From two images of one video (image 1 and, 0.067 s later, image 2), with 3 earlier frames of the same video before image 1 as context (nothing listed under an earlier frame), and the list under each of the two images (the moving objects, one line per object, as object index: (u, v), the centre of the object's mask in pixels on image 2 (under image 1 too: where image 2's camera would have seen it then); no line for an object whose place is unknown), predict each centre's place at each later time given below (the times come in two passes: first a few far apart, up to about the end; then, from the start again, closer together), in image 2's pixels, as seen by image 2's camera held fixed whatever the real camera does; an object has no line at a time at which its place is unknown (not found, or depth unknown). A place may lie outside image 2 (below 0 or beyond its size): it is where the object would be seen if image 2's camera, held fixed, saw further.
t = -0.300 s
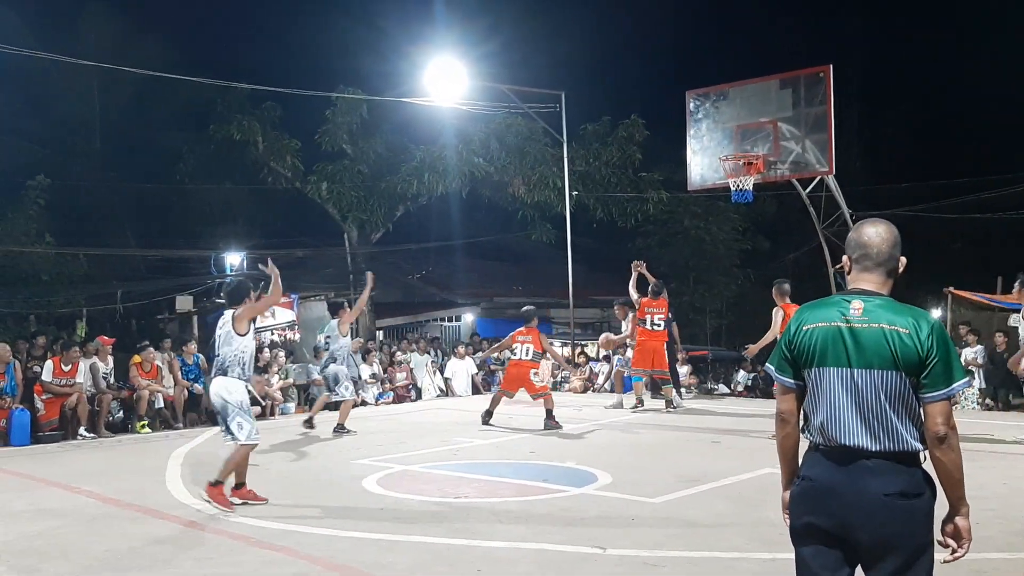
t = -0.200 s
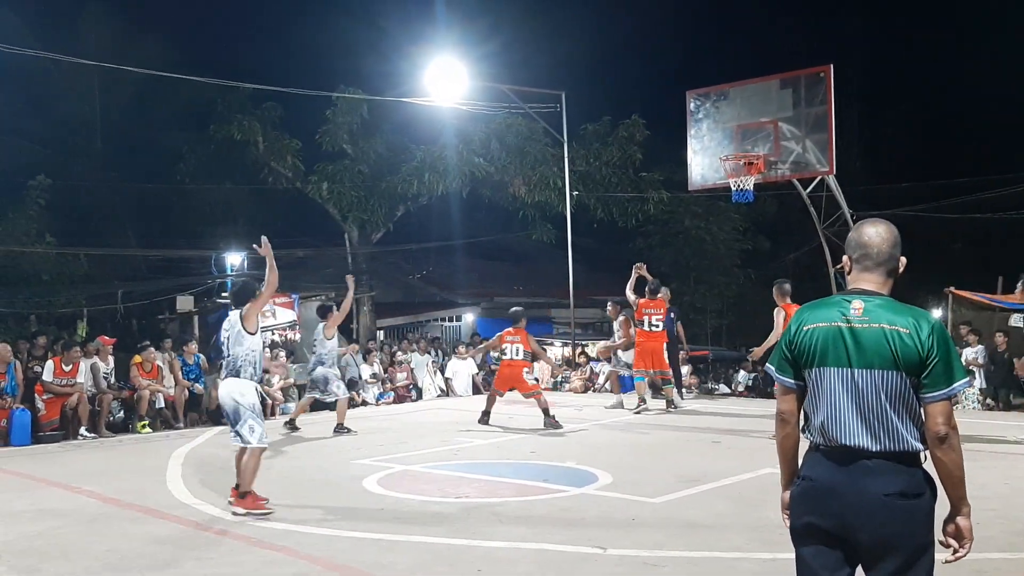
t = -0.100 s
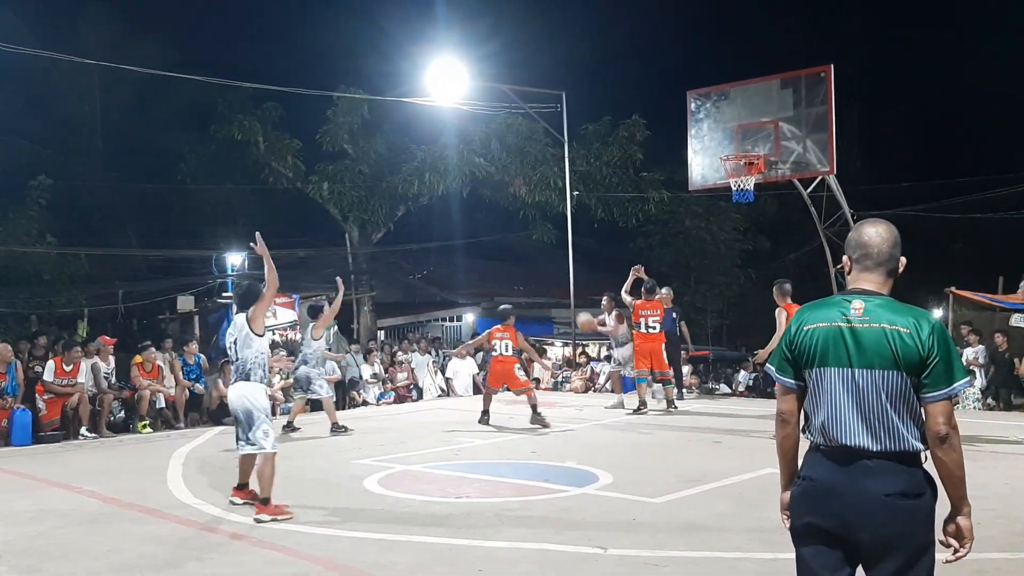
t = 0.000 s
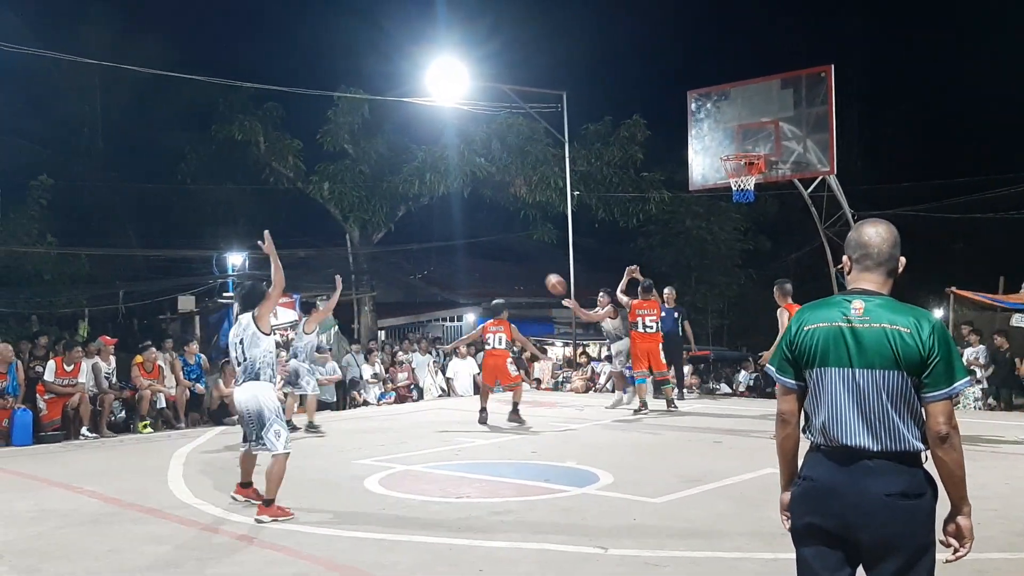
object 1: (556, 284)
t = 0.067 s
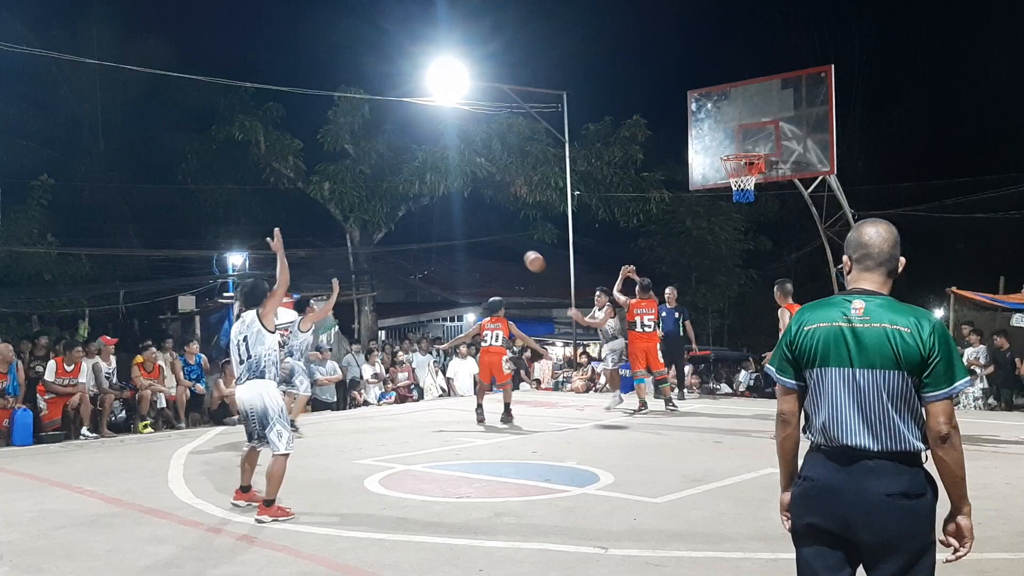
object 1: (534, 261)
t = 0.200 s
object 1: (489, 224)
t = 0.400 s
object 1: (420, 189)
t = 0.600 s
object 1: (345, 183)
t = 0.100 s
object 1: (523, 251)
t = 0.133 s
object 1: (512, 241)
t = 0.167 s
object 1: (500, 231)
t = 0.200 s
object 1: (489, 224)
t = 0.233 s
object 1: (478, 216)
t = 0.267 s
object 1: (467, 209)
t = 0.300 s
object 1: (455, 203)
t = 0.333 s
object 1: (444, 197)
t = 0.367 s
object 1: (431, 193)
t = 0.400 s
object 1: (420, 189)
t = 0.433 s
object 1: (408, 186)
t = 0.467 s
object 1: (396, 184)
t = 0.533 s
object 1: (370, 181)
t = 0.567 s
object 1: (357, 182)
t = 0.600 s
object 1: (345, 183)
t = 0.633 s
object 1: (331, 185)
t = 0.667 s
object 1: (319, 188)
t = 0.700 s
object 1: (306, 192)
